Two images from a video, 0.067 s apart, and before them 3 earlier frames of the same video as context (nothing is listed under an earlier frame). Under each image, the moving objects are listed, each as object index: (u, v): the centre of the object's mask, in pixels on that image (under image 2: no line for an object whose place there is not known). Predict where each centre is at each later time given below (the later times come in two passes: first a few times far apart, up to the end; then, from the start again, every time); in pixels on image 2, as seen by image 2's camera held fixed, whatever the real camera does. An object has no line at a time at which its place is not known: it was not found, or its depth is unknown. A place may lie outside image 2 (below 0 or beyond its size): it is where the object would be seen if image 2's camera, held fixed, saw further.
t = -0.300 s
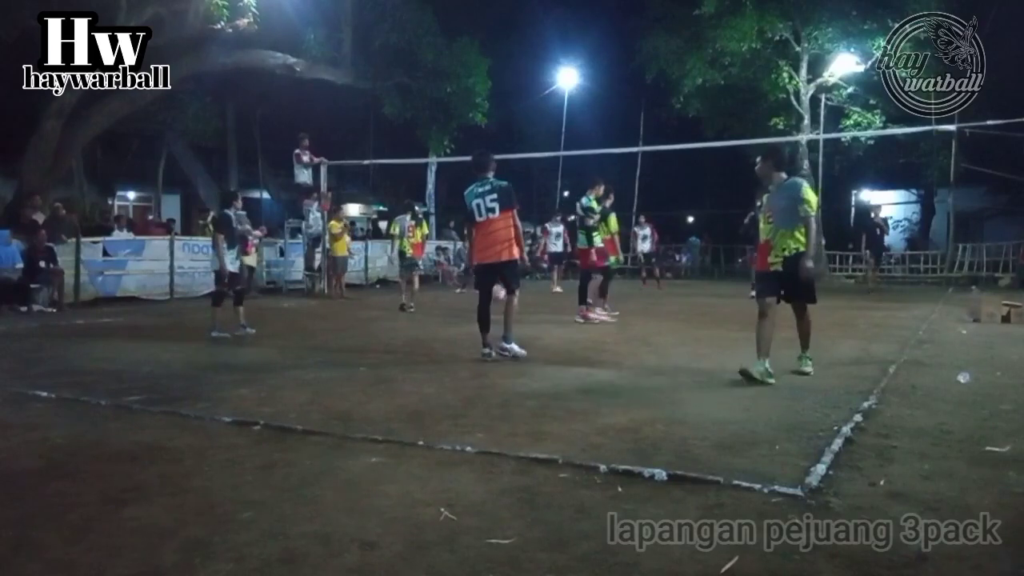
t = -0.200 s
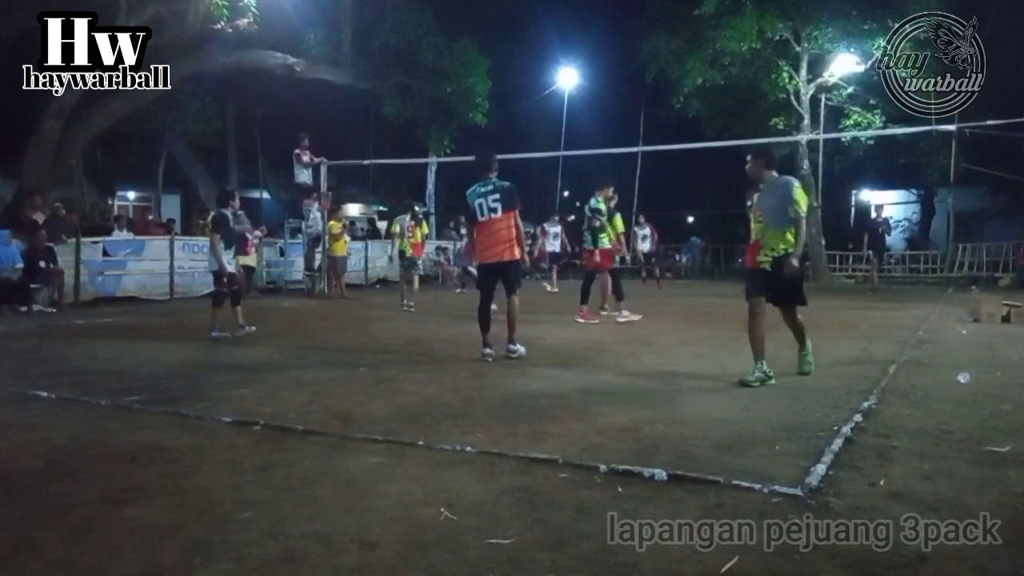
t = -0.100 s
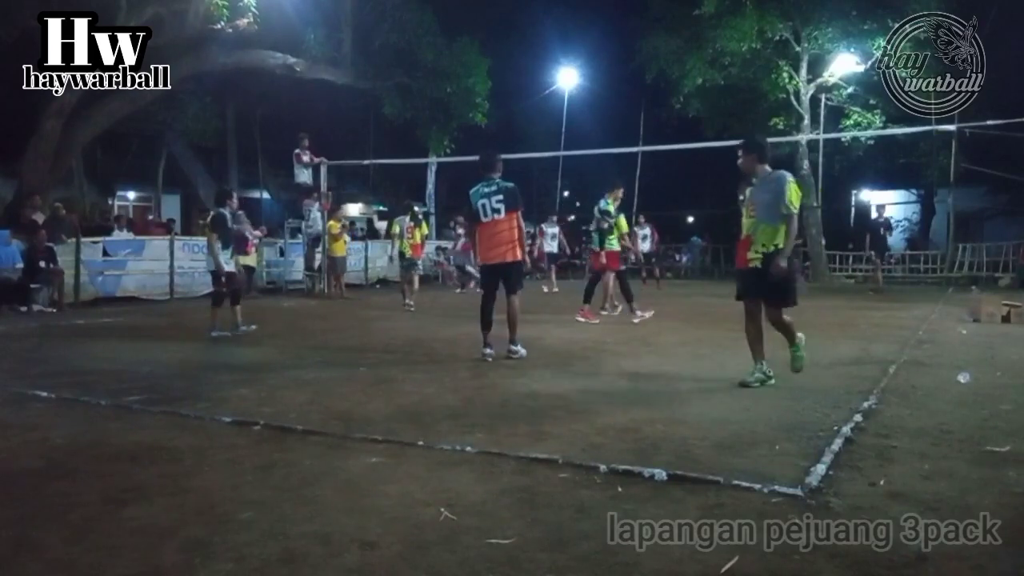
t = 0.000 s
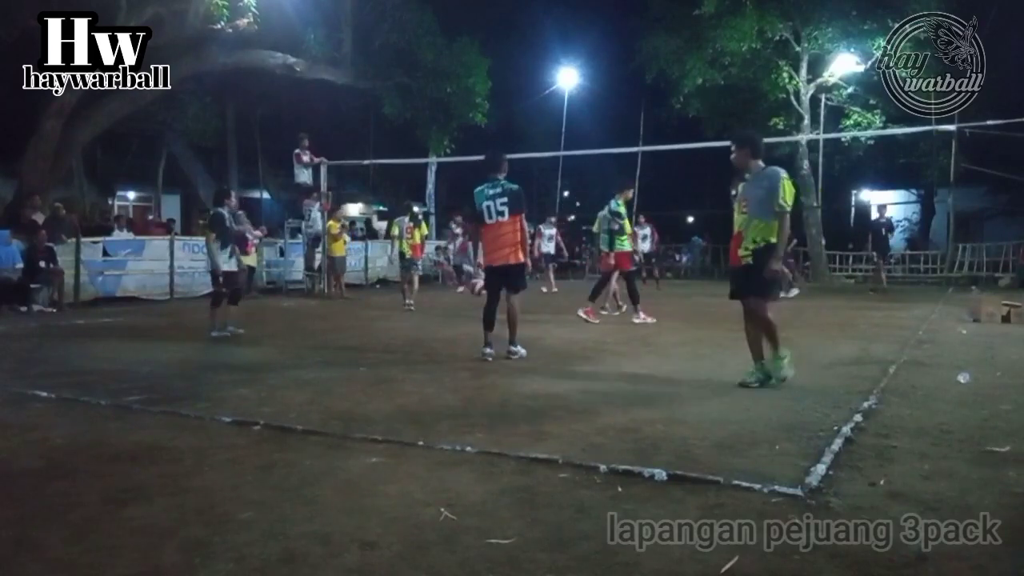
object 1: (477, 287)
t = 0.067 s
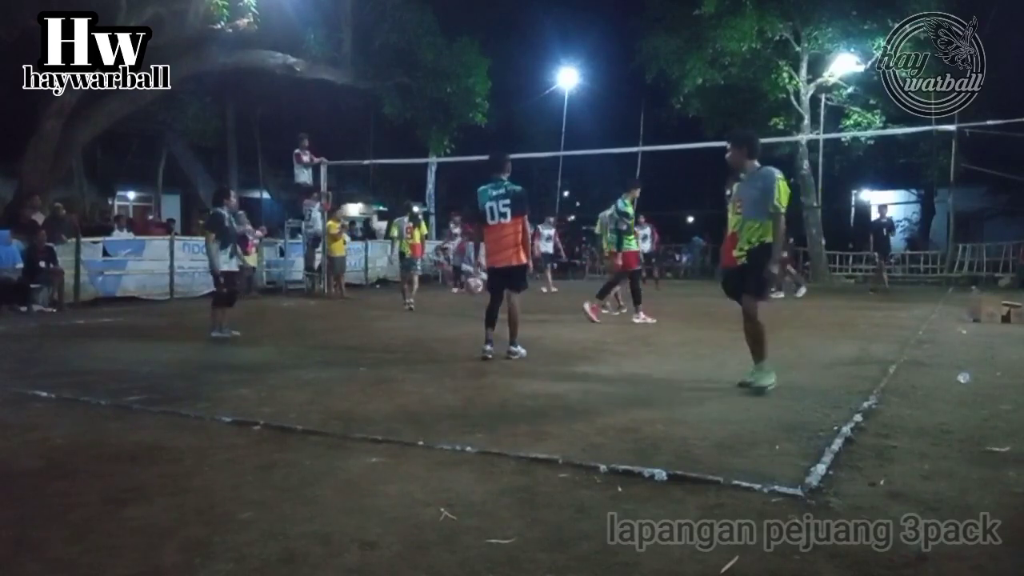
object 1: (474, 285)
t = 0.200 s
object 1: (466, 295)
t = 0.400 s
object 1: (451, 313)
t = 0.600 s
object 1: (429, 305)
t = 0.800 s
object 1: (405, 329)
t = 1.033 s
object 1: (376, 327)
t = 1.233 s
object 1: (349, 334)
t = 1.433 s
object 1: (318, 351)
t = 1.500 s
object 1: (308, 348)
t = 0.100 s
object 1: (472, 286)
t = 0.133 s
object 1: (470, 288)
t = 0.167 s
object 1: (468, 291)
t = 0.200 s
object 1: (466, 295)
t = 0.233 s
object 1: (464, 299)
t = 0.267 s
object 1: (463, 303)
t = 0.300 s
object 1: (459, 313)
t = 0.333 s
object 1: (457, 319)
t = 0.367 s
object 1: (453, 317)
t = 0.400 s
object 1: (451, 313)
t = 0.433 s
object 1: (448, 310)
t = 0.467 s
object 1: (443, 307)
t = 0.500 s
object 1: (440, 305)
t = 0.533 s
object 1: (437, 304)
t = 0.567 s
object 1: (433, 304)
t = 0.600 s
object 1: (429, 305)
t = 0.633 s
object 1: (426, 308)
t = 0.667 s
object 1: (421, 312)
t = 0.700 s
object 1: (418, 317)
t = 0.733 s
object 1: (415, 322)
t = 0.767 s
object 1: (411, 329)
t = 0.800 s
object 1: (405, 329)
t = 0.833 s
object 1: (401, 326)
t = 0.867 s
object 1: (397, 324)
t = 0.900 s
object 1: (393, 322)
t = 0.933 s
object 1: (390, 322)
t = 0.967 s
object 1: (386, 323)
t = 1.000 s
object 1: (383, 324)
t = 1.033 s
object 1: (376, 327)
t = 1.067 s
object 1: (373, 331)
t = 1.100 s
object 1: (368, 336)
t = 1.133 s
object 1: (362, 340)
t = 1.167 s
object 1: (358, 337)
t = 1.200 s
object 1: (354, 335)
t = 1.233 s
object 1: (349, 334)
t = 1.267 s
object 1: (345, 334)
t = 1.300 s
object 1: (339, 334)
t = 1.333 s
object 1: (333, 337)
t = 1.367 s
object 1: (328, 343)
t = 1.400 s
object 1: (324, 348)
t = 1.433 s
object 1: (318, 351)
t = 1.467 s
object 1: (312, 349)
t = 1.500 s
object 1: (308, 348)
